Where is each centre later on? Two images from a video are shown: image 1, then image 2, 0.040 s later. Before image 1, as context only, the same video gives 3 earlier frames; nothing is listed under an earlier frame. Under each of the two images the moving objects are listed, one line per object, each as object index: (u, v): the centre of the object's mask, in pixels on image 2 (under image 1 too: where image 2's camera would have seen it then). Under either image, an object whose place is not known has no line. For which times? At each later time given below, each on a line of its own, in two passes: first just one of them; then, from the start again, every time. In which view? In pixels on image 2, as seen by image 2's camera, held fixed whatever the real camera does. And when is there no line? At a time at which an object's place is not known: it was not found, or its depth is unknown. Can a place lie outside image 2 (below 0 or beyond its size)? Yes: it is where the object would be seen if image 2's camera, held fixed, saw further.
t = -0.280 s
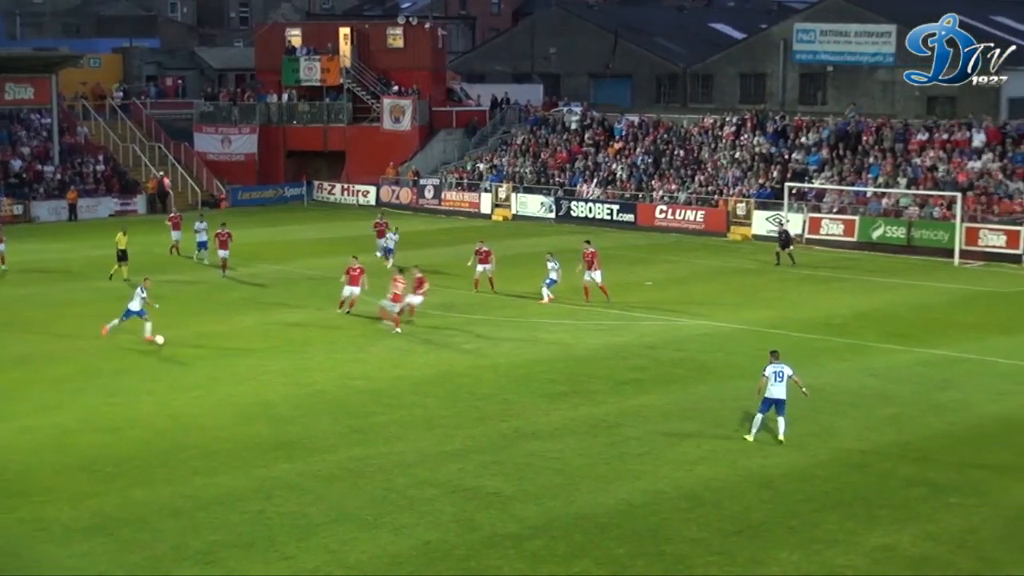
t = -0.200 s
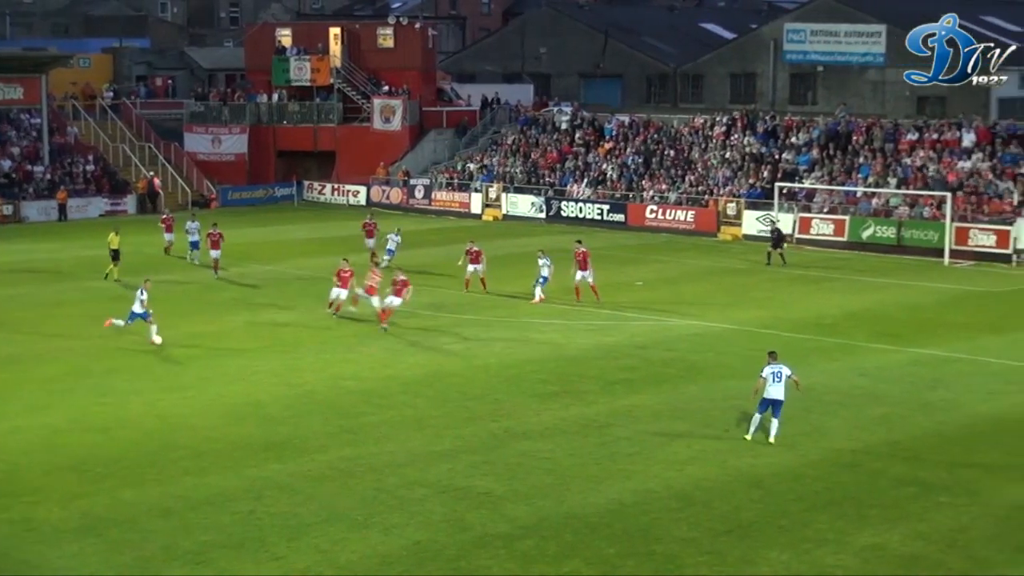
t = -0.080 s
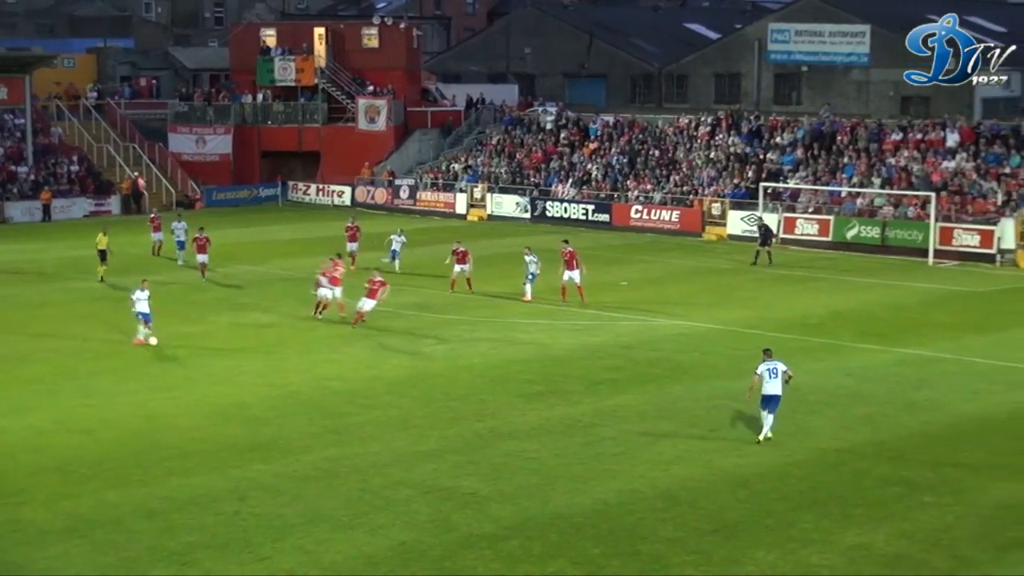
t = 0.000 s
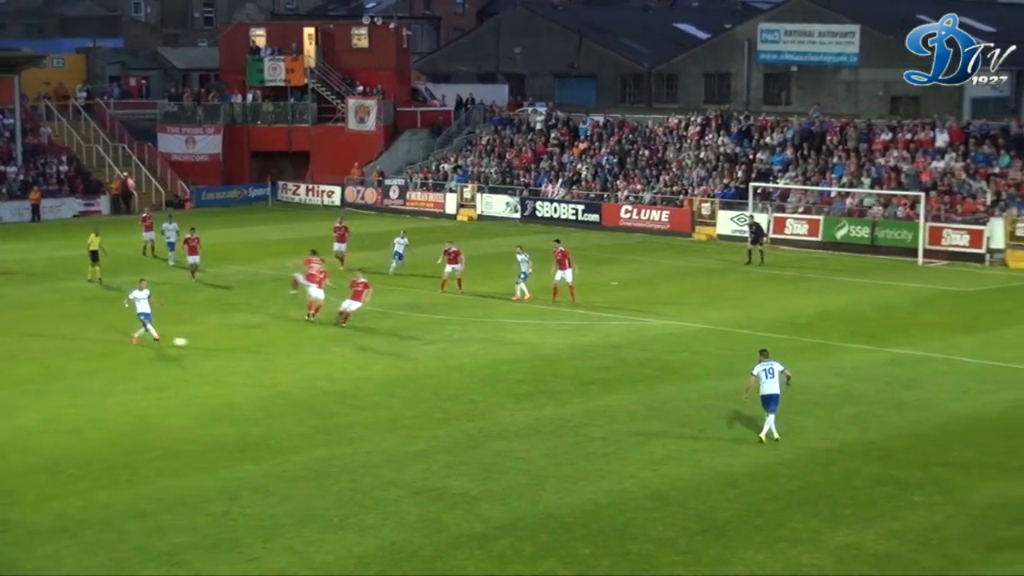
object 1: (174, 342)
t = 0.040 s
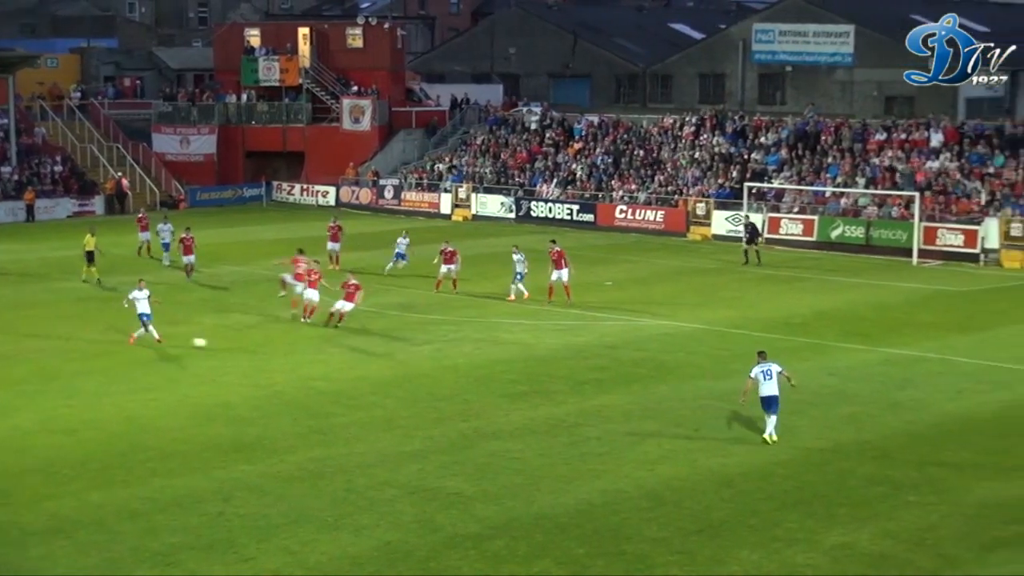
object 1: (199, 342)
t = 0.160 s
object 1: (275, 346)
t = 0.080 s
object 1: (225, 344)
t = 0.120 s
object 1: (250, 345)
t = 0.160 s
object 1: (275, 346)
